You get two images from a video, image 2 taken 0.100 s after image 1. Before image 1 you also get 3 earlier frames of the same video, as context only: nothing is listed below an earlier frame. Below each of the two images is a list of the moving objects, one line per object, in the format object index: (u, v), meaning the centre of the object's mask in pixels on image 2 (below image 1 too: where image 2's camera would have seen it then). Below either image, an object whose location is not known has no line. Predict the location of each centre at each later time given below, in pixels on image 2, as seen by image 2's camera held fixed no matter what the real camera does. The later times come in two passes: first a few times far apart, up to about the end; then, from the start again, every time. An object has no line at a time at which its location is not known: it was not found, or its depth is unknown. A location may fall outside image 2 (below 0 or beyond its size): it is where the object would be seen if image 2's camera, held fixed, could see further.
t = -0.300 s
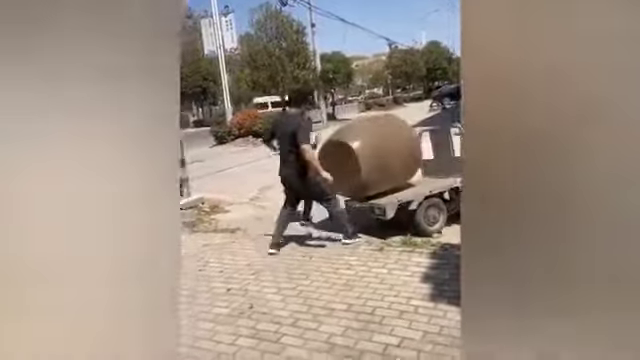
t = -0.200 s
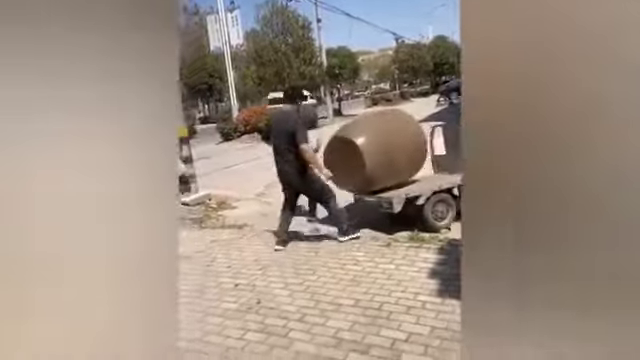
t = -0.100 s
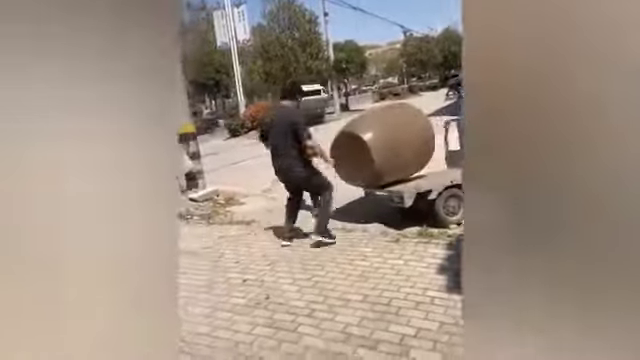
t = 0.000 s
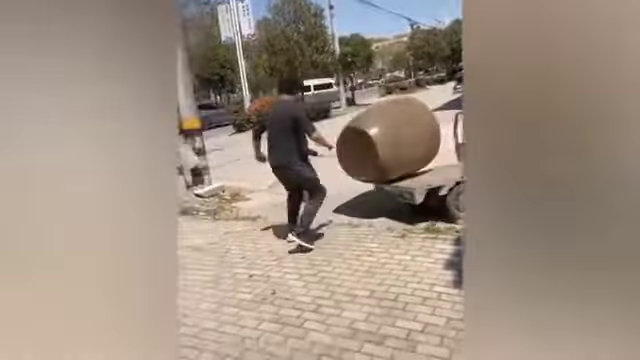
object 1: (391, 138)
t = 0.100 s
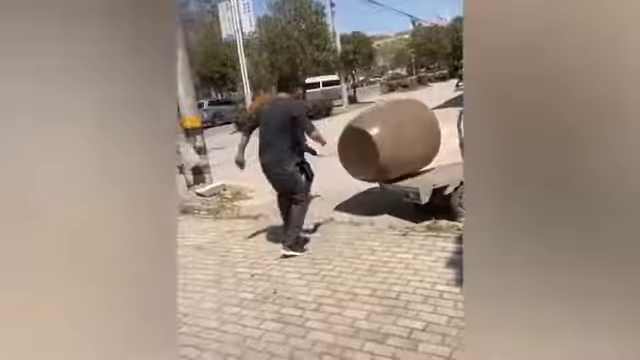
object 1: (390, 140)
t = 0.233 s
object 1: (387, 143)
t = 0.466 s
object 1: (385, 147)
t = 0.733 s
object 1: (369, 178)
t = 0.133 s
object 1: (389, 141)
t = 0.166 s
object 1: (388, 142)
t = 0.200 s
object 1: (388, 142)
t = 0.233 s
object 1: (387, 143)
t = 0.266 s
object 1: (387, 143)
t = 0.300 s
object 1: (386, 144)
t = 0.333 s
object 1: (390, 142)
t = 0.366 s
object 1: (389, 143)
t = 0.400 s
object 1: (387, 144)
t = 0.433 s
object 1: (383, 147)
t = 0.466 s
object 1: (385, 147)
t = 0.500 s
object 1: (380, 150)
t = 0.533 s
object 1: (379, 154)
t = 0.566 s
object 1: (378, 158)
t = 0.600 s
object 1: (376, 162)
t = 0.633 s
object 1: (374, 167)
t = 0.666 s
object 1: (373, 171)
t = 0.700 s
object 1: (371, 175)
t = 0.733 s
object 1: (369, 178)
